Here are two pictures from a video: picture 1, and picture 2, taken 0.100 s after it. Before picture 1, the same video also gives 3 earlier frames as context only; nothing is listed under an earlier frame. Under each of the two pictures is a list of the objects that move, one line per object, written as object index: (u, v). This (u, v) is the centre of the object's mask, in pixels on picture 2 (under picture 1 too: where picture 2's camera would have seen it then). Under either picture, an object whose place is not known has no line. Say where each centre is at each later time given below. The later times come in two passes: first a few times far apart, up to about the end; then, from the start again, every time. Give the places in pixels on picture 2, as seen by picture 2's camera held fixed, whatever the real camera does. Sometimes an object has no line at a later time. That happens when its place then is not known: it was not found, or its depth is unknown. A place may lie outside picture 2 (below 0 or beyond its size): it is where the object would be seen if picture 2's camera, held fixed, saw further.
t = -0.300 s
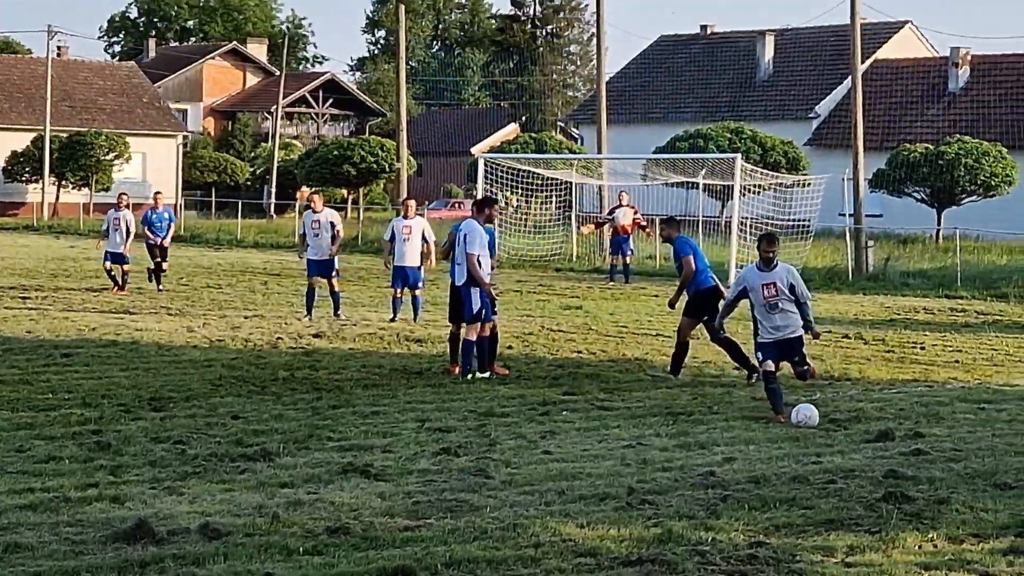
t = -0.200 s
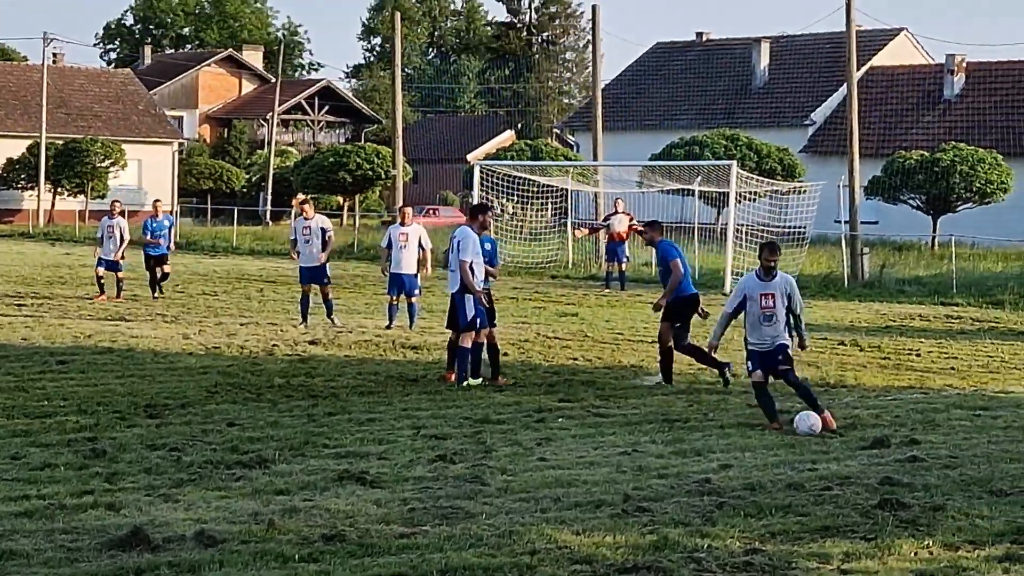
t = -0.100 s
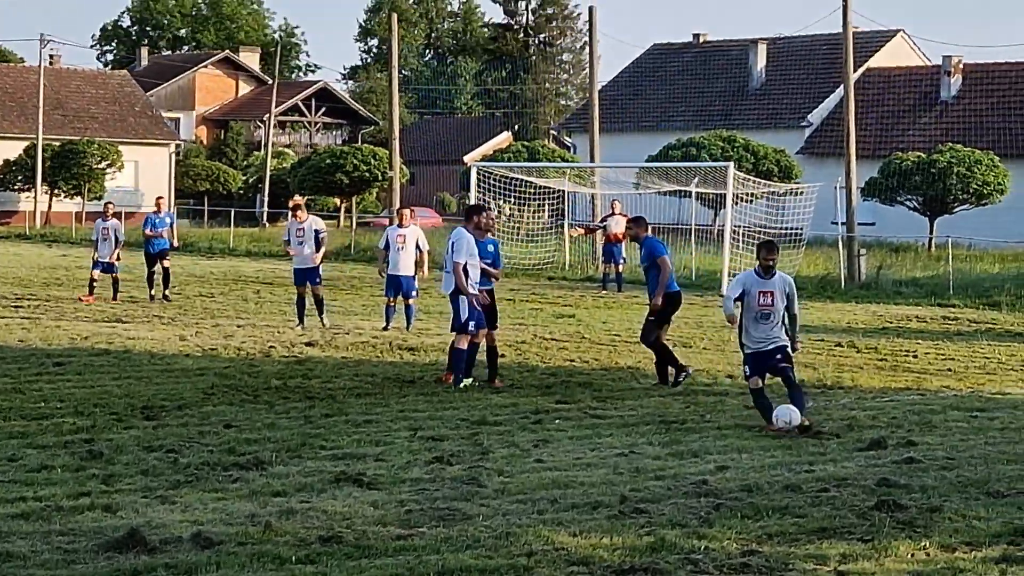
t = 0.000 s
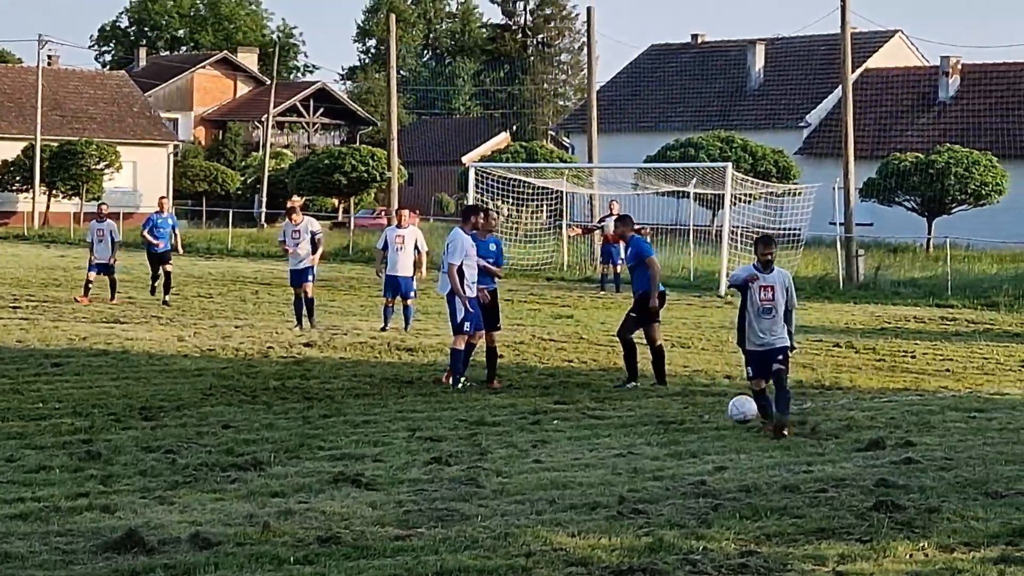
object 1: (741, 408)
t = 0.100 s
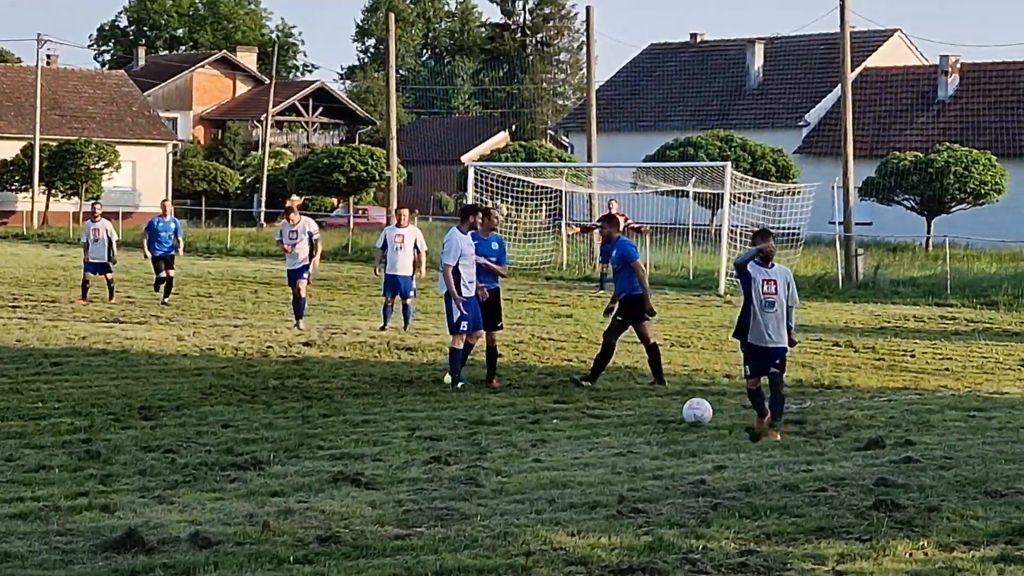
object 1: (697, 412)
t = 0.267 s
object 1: (616, 446)
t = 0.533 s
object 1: (528, 452)
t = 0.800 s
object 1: (466, 461)
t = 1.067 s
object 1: (411, 475)
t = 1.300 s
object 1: (364, 477)
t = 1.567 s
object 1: (315, 481)
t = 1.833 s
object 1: (274, 485)
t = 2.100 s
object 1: (243, 489)
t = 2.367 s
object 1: (226, 490)
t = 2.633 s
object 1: (221, 491)
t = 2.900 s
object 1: (221, 491)
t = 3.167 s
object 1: (221, 491)
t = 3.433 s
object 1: (221, 491)
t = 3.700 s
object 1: (220, 491)
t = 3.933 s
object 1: (220, 491)
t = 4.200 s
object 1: (219, 492)
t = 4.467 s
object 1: (219, 492)
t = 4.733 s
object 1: (218, 493)
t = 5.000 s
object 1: (217, 494)
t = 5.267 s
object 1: (216, 495)
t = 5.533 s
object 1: (215, 495)
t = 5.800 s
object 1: (215, 496)
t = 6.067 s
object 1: (215, 496)
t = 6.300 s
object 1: (215, 496)
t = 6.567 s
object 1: (215, 496)
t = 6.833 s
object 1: (215, 496)
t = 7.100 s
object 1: (216, 496)
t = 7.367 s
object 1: (216, 496)
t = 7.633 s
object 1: (216, 496)
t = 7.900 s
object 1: (216, 496)
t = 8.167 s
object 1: (216, 496)
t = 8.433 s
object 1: (216, 496)
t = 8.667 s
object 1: (217, 496)
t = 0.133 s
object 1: (681, 416)
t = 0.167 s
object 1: (666, 422)
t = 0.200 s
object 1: (650, 428)
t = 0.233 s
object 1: (633, 437)
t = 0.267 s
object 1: (616, 446)
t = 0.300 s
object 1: (603, 447)
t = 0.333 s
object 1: (593, 444)
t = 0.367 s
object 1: (582, 442)
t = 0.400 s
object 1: (572, 441)
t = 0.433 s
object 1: (561, 441)
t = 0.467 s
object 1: (550, 443)
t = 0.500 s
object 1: (539, 447)
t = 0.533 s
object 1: (528, 452)
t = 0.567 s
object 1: (516, 458)
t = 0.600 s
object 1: (508, 458)
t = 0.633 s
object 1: (500, 456)
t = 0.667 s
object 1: (494, 454)
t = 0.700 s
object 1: (487, 453)
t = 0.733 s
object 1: (481, 454)
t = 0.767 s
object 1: (473, 456)
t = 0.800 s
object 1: (466, 461)
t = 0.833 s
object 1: (458, 467)
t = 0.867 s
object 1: (452, 468)
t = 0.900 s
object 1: (445, 467)
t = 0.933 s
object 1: (439, 467)
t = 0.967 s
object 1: (432, 468)
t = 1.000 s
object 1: (425, 470)
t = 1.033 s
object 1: (418, 474)
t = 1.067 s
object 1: (411, 475)
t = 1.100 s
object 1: (405, 474)
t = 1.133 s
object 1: (398, 475)
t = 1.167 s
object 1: (391, 475)
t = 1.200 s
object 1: (384, 476)
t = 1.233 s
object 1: (378, 477)
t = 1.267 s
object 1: (370, 478)
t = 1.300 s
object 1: (364, 477)
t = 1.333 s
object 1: (357, 477)
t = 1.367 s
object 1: (351, 478)
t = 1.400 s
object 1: (344, 478)
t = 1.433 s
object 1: (338, 478)
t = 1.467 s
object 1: (332, 479)
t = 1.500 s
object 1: (326, 480)
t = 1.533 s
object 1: (321, 481)
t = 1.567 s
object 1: (315, 481)
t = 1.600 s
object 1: (309, 483)
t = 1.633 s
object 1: (303, 485)
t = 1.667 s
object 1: (298, 485)
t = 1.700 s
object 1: (293, 484)
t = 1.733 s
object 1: (288, 484)
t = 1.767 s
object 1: (283, 484)
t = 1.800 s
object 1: (279, 485)
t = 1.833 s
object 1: (274, 485)
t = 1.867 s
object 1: (269, 486)
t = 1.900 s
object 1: (265, 486)
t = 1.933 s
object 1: (261, 486)
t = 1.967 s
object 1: (257, 487)
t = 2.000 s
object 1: (253, 488)
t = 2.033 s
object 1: (249, 489)
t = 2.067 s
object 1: (246, 489)
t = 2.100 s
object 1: (243, 489)
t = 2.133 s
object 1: (240, 489)
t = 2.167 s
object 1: (238, 489)
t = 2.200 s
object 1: (235, 490)
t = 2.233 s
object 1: (233, 490)
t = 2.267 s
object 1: (231, 490)
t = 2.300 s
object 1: (229, 490)
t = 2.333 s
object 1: (228, 490)
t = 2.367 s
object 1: (226, 490)
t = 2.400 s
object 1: (225, 491)
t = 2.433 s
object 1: (224, 490)
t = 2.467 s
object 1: (223, 491)
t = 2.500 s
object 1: (222, 491)
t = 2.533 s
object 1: (221, 491)
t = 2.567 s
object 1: (221, 491)
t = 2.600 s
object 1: (220, 491)
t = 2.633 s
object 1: (221, 491)
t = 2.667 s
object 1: (220, 491)
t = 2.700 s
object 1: (220, 491)
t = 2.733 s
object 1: (221, 491)
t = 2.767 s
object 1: (221, 491)
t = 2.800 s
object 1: (221, 491)
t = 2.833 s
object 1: (221, 491)
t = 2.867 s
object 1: (221, 491)
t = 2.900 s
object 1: (221, 491)
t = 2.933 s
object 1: (221, 491)
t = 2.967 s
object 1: (221, 491)
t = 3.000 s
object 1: (221, 492)
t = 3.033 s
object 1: (221, 491)
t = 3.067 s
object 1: (221, 491)
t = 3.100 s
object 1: (221, 491)
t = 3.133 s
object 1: (221, 491)
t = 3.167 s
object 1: (221, 491)
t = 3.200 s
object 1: (221, 491)
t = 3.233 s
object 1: (221, 491)
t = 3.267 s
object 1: (221, 491)
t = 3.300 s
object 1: (221, 491)
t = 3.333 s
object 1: (221, 491)
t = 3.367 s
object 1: (221, 491)
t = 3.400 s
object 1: (221, 491)
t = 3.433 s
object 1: (221, 491)
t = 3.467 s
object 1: (221, 491)
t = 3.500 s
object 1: (221, 491)
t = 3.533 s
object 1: (221, 491)
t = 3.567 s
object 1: (221, 491)
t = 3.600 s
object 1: (220, 491)
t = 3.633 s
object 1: (220, 491)
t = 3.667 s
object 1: (220, 491)
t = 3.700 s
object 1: (220, 491)
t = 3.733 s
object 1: (220, 491)
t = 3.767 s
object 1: (220, 491)
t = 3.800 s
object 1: (220, 491)
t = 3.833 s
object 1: (220, 491)
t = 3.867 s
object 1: (220, 491)
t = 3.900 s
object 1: (220, 492)
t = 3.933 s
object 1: (220, 491)
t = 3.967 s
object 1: (219, 492)
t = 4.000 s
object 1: (219, 492)
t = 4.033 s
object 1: (219, 492)
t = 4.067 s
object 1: (219, 492)
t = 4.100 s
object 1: (219, 492)
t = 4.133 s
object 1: (219, 492)
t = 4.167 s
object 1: (219, 492)
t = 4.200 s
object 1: (219, 492)
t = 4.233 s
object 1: (219, 492)
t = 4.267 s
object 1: (219, 492)
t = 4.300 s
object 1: (219, 492)
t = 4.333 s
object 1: (219, 492)
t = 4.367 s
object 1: (219, 492)
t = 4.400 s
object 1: (219, 492)
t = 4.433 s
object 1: (219, 492)
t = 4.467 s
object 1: (219, 492)
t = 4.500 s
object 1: (219, 492)
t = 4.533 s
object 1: (219, 492)
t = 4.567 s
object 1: (219, 492)
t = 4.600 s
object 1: (218, 492)
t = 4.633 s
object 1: (218, 492)
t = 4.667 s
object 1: (218, 493)
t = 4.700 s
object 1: (218, 493)
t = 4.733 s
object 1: (218, 493)
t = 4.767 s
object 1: (218, 493)
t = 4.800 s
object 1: (218, 493)
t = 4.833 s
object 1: (218, 493)
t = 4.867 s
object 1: (218, 493)
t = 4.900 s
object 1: (217, 494)
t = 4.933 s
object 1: (217, 494)
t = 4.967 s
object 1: (217, 494)
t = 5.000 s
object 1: (217, 494)
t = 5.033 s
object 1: (217, 494)
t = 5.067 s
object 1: (217, 494)
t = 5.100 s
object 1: (217, 494)
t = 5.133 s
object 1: (216, 494)
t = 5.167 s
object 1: (216, 495)
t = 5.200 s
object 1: (216, 495)
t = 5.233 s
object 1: (216, 495)
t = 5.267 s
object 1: (216, 495)
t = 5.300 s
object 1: (216, 495)
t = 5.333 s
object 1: (216, 495)
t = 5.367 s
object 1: (216, 495)
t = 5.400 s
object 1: (216, 495)
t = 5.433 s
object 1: (215, 495)
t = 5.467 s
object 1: (216, 495)
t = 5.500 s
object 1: (215, 495)
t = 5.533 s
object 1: (215, 495)
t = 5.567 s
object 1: (215, 495)
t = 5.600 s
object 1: (216, 495)
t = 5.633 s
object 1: (215, 496)
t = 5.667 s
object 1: (215, 496)
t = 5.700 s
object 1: (215, 496)
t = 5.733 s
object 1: (216, 495)
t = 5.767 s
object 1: (215, 495)
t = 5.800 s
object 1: (215, 496)
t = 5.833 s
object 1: (216, 495)
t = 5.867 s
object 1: (215, 496)
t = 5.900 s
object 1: (216, 496)
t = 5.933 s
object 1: (215, 496)
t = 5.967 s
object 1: (215, 496)
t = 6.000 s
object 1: (215, 496)
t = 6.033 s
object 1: (215, 496)
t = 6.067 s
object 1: (215, 496)
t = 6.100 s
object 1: (216, 496)
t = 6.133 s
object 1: (216, 496)
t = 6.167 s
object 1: (216, 496)
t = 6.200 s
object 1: (216, 496)
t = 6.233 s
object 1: (215, 496)
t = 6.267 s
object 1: (216, 495)
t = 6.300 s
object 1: (215, 496)
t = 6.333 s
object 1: (215, 496)
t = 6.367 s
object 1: (215, 496)
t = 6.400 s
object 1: (215, 496)
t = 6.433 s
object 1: (215, 496)
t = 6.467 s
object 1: (215, 496)
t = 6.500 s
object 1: (215, 496)
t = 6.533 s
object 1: (215, 496)
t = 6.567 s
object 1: (215, 496)
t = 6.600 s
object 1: (216, 496)
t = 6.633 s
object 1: (216, 496)
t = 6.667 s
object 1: (216, 496)
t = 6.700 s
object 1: (216, 496)
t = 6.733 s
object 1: (216, 496)
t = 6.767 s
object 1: (216, 496)
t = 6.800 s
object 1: (216, 496)
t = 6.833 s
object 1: (215, 496)
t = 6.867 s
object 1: (215, 496)
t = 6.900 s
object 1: (216, 495)
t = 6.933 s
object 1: (216, 496)
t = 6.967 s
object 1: (216, 496)
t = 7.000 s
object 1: (216, 496)
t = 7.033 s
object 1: (216, 496)
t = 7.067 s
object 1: (216, 496)
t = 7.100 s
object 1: (216, 496)
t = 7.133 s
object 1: (215, 496)
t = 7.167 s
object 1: (215, 496)
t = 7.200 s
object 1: (215, 496)
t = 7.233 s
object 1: (216, 496)
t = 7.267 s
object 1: (216, 495)
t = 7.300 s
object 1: (215, 496)
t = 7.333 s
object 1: (215, 496)
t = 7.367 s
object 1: (216, 496)
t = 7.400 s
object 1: (216, 495)
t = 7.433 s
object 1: (216, 496)
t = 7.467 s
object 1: (216, 496)
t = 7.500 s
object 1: (216, 496)
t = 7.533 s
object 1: (216, 496)
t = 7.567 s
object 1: (216, 496)
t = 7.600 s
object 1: (216, 496)
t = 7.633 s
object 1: (216, 496)
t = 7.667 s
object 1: (215, 496)
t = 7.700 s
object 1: (216, 496)
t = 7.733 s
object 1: (216, 496)
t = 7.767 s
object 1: (216, 496)
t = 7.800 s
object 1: (216, 496)
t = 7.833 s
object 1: (216, 496)
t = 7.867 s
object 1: (216, 496)
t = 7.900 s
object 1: (216, 496)
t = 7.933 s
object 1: (216, 496)
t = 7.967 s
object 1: (216, 496)
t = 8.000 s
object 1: (216, 495)
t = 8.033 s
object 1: (216, 496)
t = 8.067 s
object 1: (216, 496)
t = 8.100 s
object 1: (216, 496)
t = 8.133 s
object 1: (216, 496)
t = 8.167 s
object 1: (216, 496)
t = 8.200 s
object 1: (216, 495)
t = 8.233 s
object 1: (216, 496)
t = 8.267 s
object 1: (216, 495)
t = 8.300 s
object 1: (216, 496)
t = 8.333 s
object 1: (216, 496)
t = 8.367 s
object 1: (216, 496)
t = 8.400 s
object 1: (216, 496)
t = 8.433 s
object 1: (216, 496)
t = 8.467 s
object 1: (216, 496)
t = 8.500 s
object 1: (216, 496)
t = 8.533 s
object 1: (216, 496)
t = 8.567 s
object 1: (216, 496)
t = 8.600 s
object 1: (216, 496)
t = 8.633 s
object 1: (216, 496)
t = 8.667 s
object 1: (217, 496)
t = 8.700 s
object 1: (217, 496)
